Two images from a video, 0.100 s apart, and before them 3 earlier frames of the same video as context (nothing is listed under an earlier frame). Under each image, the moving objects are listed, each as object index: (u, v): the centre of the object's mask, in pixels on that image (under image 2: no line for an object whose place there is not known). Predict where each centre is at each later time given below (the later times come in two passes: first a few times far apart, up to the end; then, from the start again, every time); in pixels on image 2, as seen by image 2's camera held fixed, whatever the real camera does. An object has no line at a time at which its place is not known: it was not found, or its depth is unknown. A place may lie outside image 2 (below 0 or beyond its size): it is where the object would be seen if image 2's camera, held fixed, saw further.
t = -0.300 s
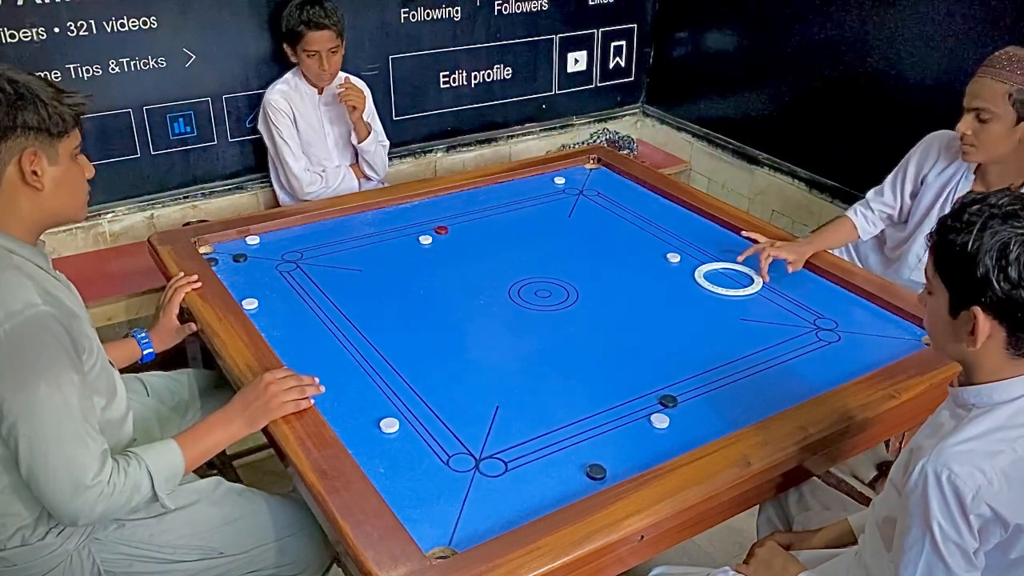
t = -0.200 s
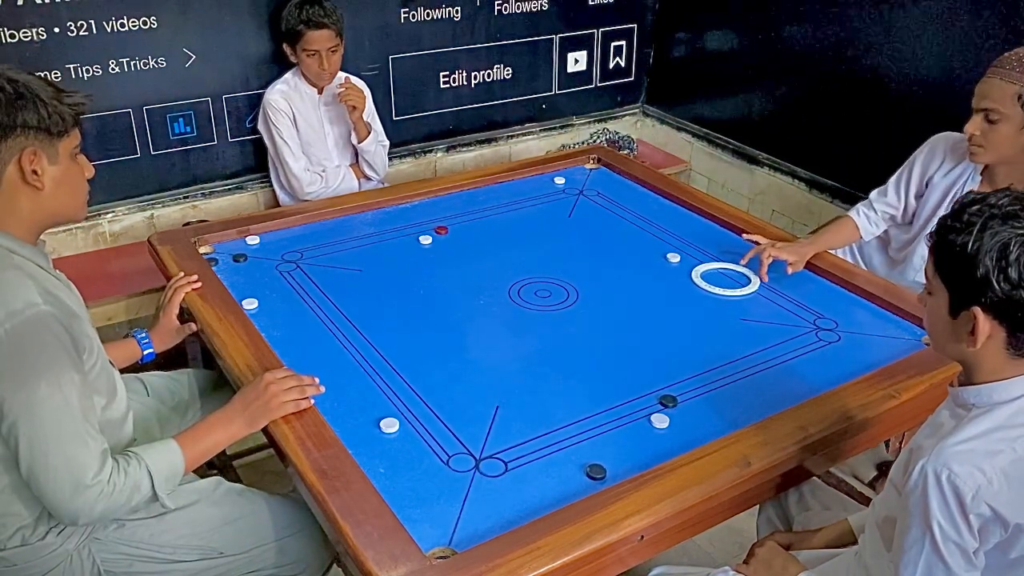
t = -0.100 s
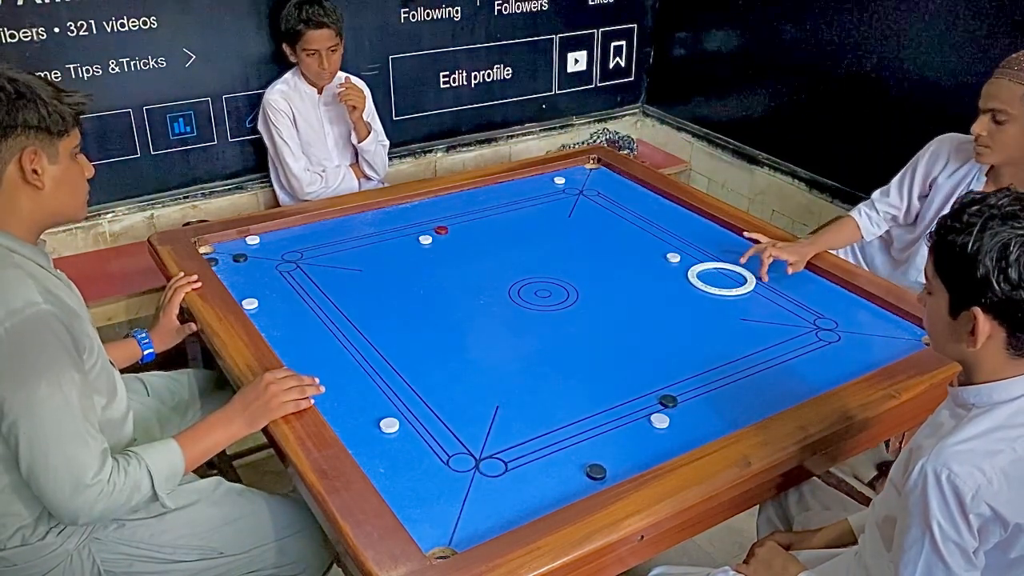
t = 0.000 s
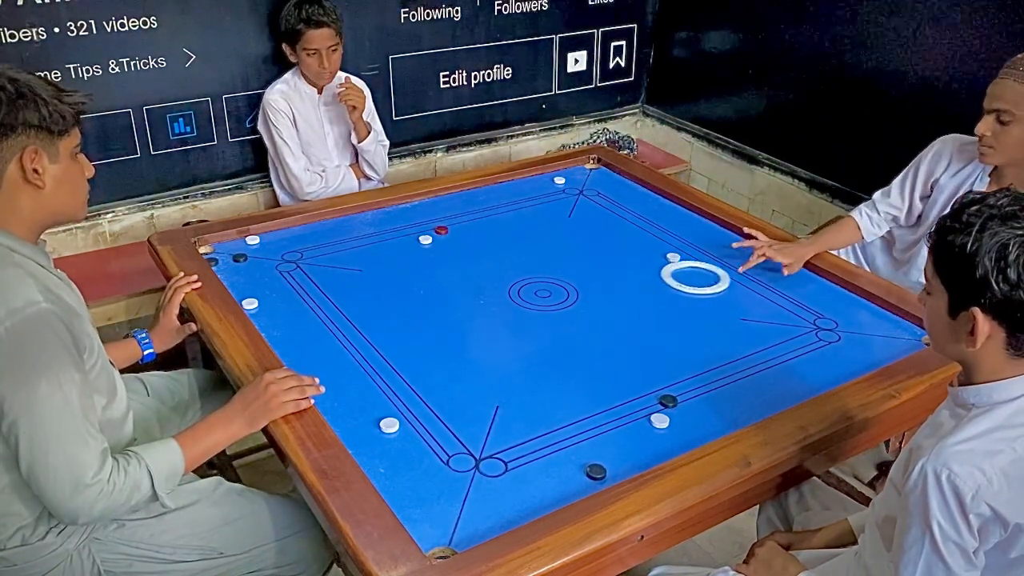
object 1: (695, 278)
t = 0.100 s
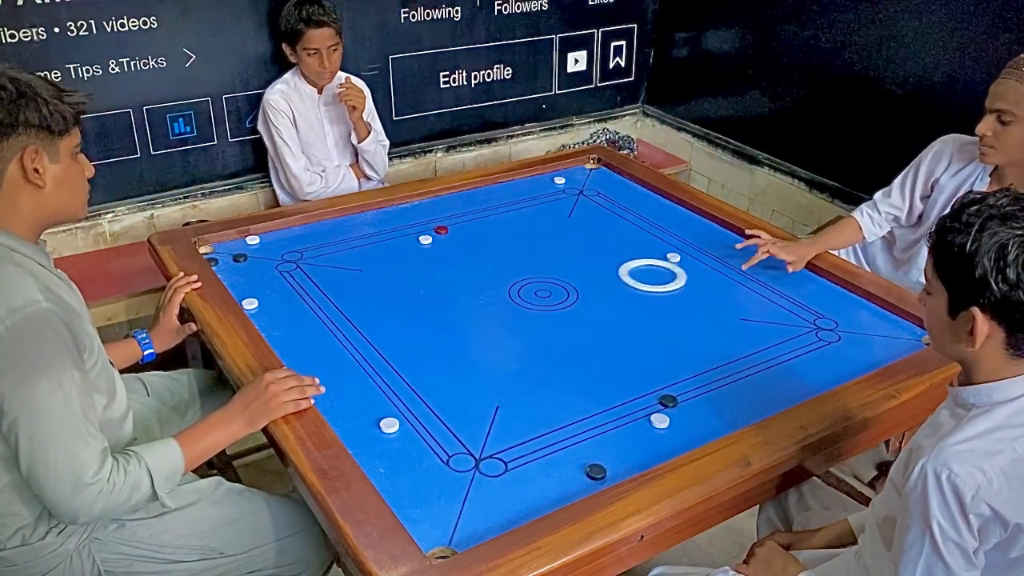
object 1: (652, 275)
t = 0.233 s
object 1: (596, 273)
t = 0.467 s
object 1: (504, 268)
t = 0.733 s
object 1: (406, 263)
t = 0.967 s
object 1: (326, 259)
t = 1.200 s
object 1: (260, 255)
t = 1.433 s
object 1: (252, 255)
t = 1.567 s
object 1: (252, 255)
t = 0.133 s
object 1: (638, 275)
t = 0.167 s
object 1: (624, 274)
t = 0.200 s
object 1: (610, 273)
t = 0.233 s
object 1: (596, 273)
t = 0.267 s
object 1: (583, 272)
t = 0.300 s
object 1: (570, 271)
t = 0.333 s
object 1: (556, 271)
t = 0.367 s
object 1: (543, 270)
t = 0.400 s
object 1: (530, 270)
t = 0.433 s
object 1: (517, 269)
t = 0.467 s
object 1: (504, 268)
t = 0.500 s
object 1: (491, 268)
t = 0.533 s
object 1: (479, 267)
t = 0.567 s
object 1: (466, 266)
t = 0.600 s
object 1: (454, 266)
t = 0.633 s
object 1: (442, 265)
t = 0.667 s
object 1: (430, 264)
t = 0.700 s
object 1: (418, 263)
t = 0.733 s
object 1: (406, 263)
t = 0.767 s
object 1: (395, 262)
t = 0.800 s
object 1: (383, 262)
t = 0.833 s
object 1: (371, 261)
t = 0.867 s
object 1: (360, 260)
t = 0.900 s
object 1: (349, 260)
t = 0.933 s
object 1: (338, 259)
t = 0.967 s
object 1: (326, 259)
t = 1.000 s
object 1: (315, 258)
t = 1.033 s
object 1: (304, 257)
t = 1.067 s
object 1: (293, 257)
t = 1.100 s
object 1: (282, 256)
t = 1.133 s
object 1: (273, 256)
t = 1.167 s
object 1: (265, 255)
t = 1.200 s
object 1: (260, 255)
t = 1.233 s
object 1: (255, 254)
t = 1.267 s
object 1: (251, 255)
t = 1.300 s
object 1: (251, 255)
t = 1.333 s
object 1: (251, 255)
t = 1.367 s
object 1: (251, 255)
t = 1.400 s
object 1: (251, 255)
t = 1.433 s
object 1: (252, 255)
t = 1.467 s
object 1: (252, 255)
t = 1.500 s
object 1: (252, 255)
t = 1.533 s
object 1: (252, 255)
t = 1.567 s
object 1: (252, 255)
